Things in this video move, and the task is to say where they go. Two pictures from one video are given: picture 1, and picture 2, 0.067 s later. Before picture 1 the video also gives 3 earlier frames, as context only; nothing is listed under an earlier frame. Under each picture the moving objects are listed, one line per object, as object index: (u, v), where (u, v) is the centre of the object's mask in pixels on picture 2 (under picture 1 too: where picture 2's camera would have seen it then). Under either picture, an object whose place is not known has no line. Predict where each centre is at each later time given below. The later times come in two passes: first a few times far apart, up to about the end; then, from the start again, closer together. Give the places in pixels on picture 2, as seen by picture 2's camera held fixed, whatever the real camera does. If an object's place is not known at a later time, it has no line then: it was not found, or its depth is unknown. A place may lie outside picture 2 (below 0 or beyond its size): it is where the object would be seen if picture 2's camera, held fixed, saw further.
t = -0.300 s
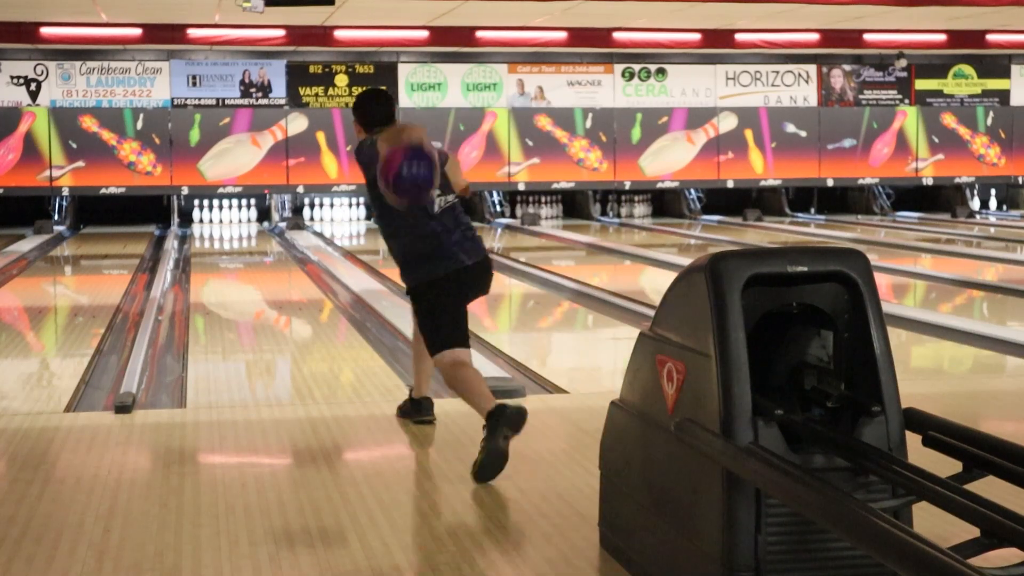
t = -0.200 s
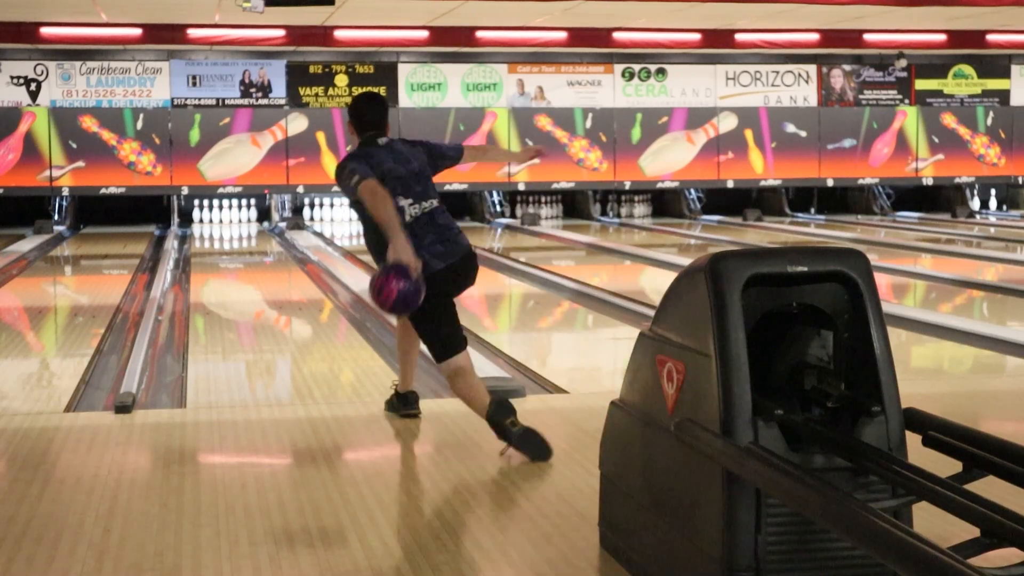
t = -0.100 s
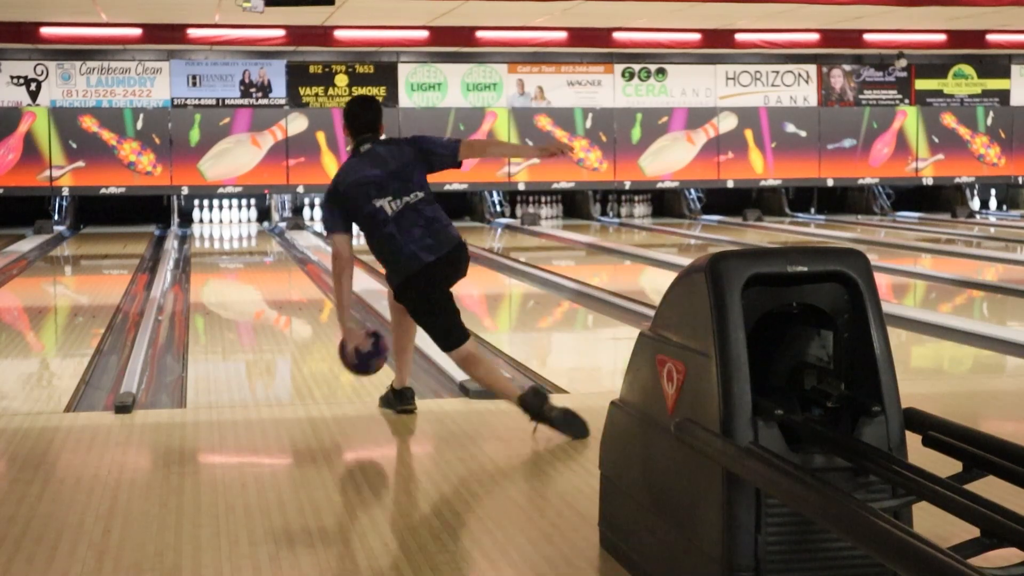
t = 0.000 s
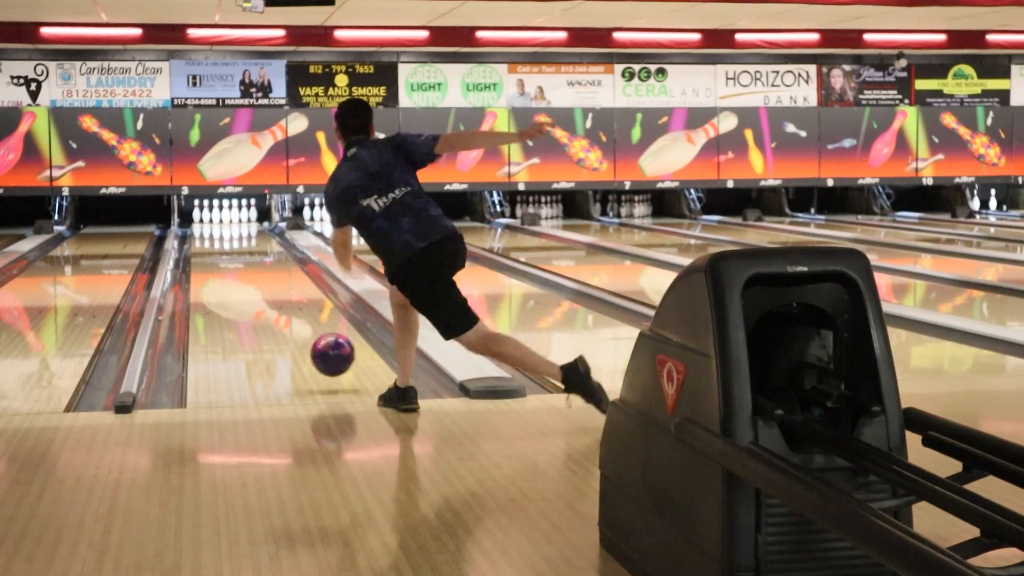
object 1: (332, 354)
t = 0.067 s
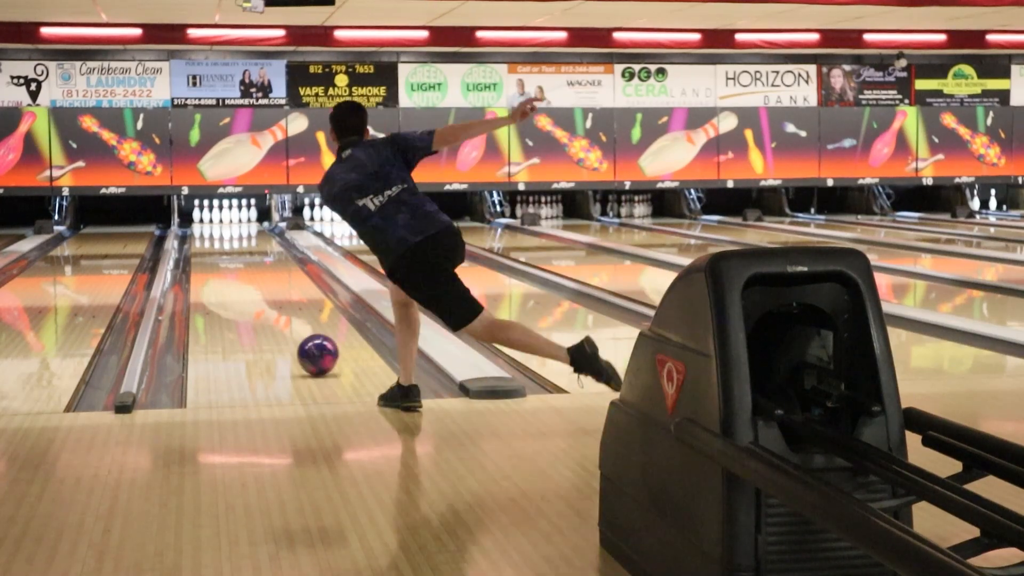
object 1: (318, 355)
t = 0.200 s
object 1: (294, 333)
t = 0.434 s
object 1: (263, 302)
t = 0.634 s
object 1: (245, 284)
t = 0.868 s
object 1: (229, 267)
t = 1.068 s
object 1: (219, 256)
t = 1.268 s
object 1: (212, 247)
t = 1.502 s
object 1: (207, 238)
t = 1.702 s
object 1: (205, 232)
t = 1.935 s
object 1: (208, 226)
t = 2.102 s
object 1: (214, 222)
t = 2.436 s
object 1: (226, 217)
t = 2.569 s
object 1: (232, 215)
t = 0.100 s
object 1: (311, 349)
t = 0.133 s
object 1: (305, 344)
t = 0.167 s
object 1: (299, 338)
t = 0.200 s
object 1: (294, 333)
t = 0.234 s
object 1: (289, 328)
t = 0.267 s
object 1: (284, 324)
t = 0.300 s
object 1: (279, 318)
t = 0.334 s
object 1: (275, 314)
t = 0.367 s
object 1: (271, 310)
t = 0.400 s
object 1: (267, 306)
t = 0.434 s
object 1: (263, 302)
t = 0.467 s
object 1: (260, 299)
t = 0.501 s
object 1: (257, 296)
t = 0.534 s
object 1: (253, 293)
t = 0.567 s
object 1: (251, 289)
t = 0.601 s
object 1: (248, 287)
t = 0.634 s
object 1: (245, 284)
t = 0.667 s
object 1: (242, 281)
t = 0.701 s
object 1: (240, 279)
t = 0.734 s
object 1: (238, 276)
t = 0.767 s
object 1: (236, 274)
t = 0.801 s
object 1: (234, 272)
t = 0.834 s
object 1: (231, 269)
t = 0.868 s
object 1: (229, 267)
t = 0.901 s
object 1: (228, 265)
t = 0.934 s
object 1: (226, 263)
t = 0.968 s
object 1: (224, 262)
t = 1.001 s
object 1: (222, 260)
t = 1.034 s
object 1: (221, 258)
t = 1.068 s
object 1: (219, 256)
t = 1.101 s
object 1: (218, 254)
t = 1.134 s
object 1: (217, 253)
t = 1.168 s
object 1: (216, 251)
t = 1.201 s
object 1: (214, 249)
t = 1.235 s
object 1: (213, 248)
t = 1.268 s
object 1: (212, 247)
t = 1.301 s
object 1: (211, 246)
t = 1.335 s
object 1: (210, 244)
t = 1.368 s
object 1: (209, 242)
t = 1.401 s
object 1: (208, 241)
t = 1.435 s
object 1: (208, 240)
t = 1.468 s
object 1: (207, 239)
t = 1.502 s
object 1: (207, 238)
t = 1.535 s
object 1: (206, 237)
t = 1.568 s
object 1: (206, 236)
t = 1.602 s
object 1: (205, 235)
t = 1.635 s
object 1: (205, 233)
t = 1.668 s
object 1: (205, 233)
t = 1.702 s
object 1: (205, 232)
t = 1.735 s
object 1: (205, 231)
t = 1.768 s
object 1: (205, 230)
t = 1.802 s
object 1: (206, 229)
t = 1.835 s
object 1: (206, 228)
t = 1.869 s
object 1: (206, 227)
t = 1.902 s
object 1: (207, 226)
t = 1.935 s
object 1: (208, 226)
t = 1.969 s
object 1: (208, 225)
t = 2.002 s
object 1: (210, 224)
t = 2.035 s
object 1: (211, 224)
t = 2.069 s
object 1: (212, 223)
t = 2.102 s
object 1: (214, 222)
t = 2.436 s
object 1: (226, 217)
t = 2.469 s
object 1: (227, 216)
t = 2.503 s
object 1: (229, 216)
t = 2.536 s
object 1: (230, 216)
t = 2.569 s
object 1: (232, 215)
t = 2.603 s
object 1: (233, 215)
